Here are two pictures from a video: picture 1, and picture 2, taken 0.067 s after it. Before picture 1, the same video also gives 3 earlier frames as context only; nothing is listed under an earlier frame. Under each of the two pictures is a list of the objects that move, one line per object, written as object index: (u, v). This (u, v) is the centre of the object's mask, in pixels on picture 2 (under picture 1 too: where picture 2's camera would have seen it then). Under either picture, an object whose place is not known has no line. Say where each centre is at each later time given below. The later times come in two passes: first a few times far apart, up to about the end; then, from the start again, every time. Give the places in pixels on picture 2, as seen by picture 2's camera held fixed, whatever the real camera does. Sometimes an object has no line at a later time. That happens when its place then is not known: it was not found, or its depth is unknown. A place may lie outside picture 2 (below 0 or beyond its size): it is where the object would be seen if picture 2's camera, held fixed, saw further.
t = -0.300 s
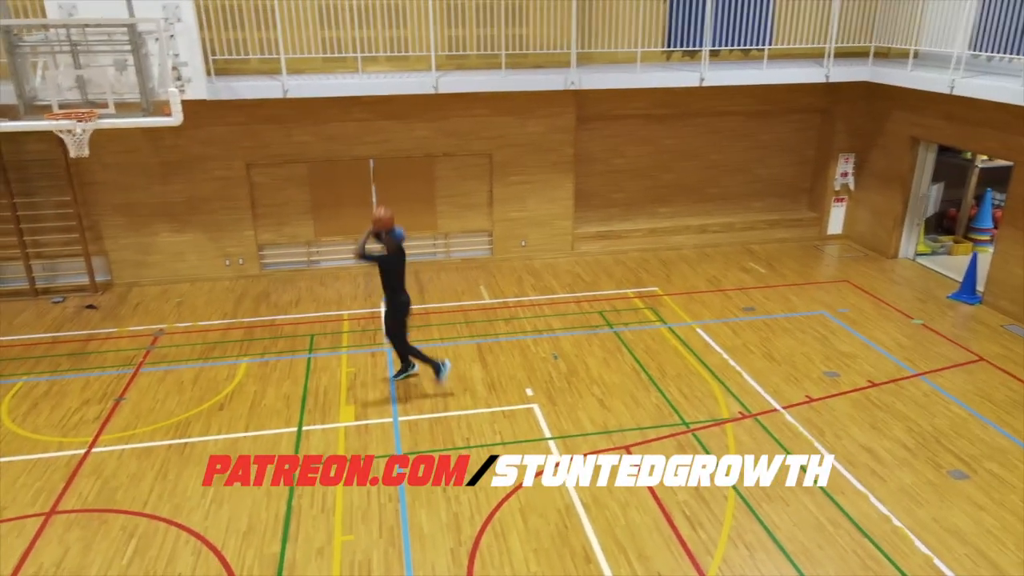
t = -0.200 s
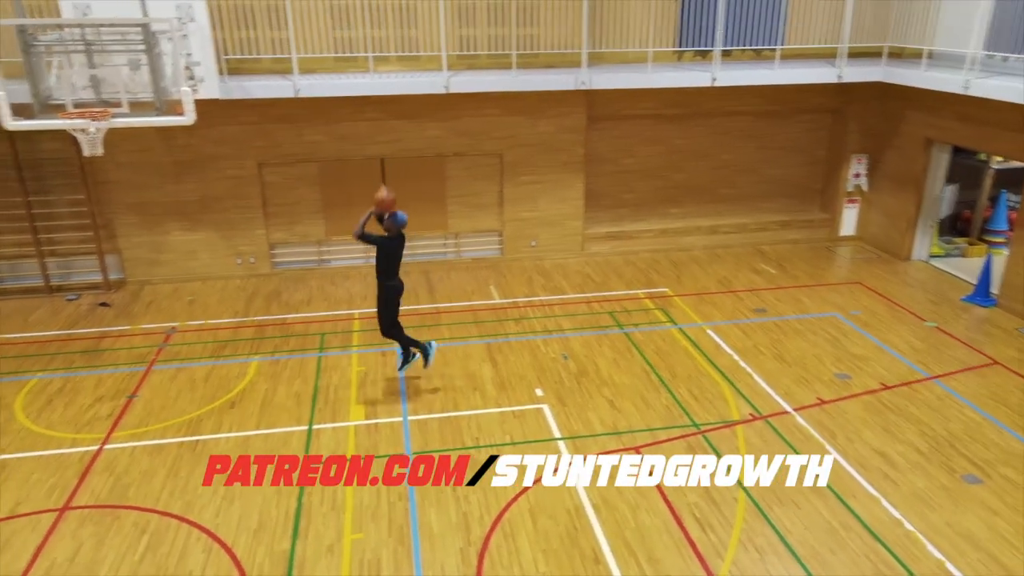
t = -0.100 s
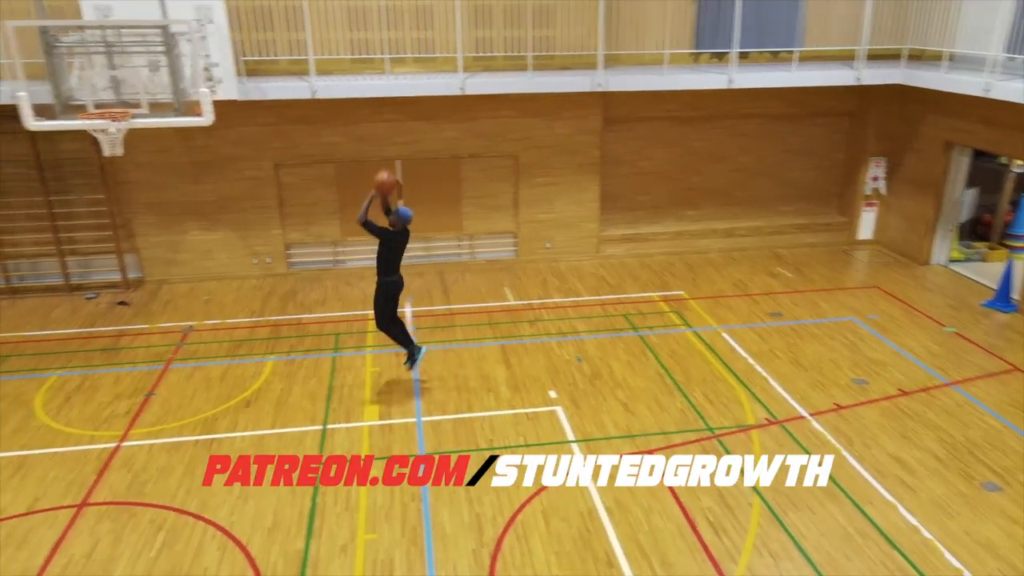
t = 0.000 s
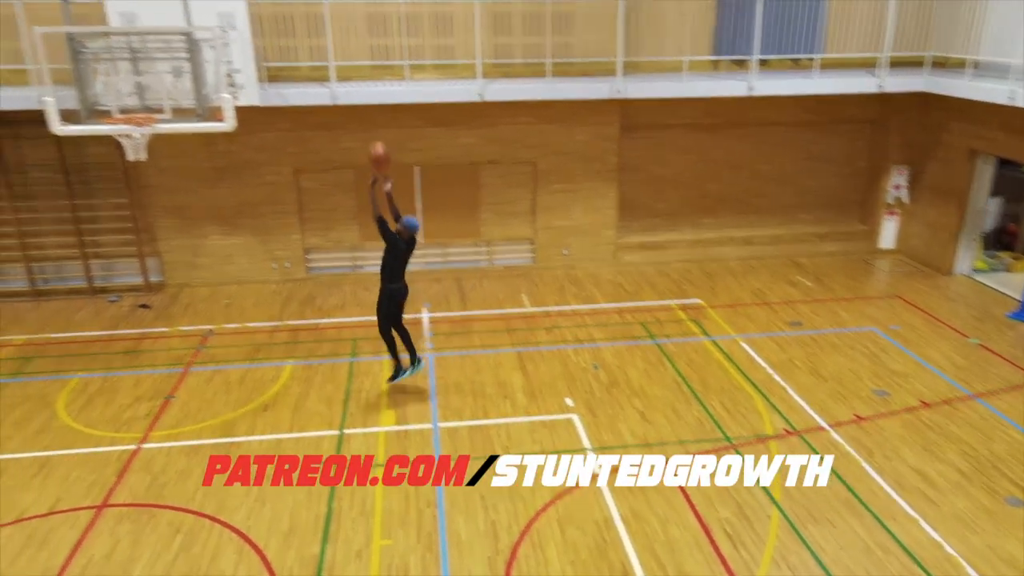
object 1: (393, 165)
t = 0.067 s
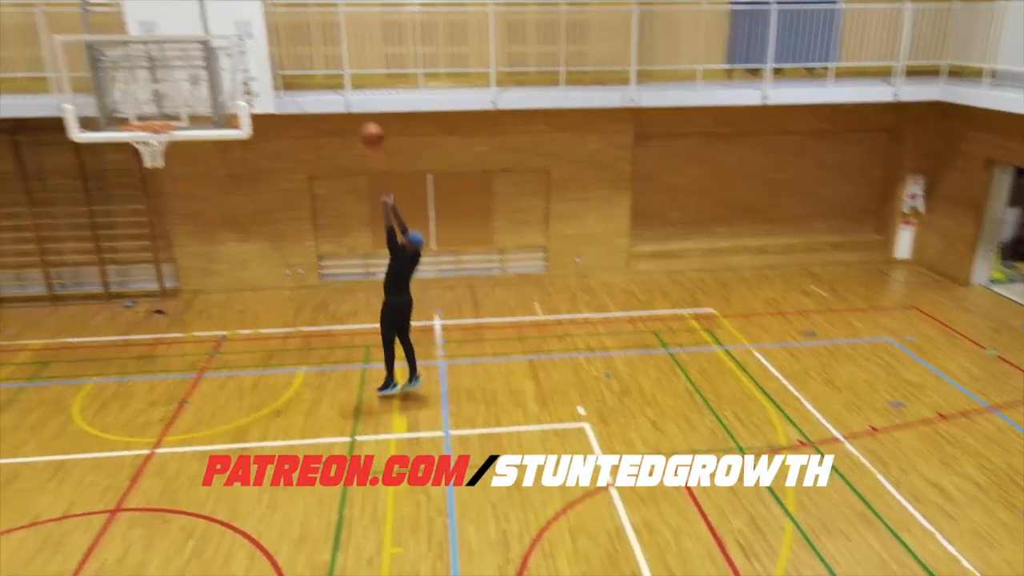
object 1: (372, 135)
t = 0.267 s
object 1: (308, 78)
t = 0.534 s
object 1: (227, 60)
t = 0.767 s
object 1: (168, 102)
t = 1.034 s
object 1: (135, 155)
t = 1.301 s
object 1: (137, 219)
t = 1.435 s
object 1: (140, 269)
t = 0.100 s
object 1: (362, 123)
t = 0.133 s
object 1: (350, 112)
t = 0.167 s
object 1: (340, 101)
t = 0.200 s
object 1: (329, 93)
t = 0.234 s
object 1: (318, 85)
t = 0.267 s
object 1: (308, 78)
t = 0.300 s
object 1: (297, 71)
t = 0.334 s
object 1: (287, 67)
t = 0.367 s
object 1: (276, 63)
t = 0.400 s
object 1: (266, 60)
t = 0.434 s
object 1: (256, 58)
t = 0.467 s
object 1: (246, 57)
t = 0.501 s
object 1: (237, 58)
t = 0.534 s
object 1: (227, 60)
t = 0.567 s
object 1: (218, 63)
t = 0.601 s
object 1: (209, 68)
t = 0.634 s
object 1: (200, 72)
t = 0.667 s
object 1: (192, 77)
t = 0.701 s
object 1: (184, 85)
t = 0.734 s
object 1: (176, 93)
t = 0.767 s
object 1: (168, 102)
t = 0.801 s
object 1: (161, 113)
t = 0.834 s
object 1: (155, 121)
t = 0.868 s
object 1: (147, 139)
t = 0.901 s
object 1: (140, 145)
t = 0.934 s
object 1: (137, 148)
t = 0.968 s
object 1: (137, 150)
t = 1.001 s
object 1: (135, 151)
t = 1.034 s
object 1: (135, 155)
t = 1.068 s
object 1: (135, 158)
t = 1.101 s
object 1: (136, 164)
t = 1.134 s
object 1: (135, 170)
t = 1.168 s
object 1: (135, 178)
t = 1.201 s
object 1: (135, 186)
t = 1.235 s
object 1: (136, 194)
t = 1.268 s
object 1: (136, 206)
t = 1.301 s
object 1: (137, 219)
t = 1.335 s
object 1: (137, 230)
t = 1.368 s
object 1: (138, 243)
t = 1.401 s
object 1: (139, 255)
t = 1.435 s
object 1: (140, 269)
